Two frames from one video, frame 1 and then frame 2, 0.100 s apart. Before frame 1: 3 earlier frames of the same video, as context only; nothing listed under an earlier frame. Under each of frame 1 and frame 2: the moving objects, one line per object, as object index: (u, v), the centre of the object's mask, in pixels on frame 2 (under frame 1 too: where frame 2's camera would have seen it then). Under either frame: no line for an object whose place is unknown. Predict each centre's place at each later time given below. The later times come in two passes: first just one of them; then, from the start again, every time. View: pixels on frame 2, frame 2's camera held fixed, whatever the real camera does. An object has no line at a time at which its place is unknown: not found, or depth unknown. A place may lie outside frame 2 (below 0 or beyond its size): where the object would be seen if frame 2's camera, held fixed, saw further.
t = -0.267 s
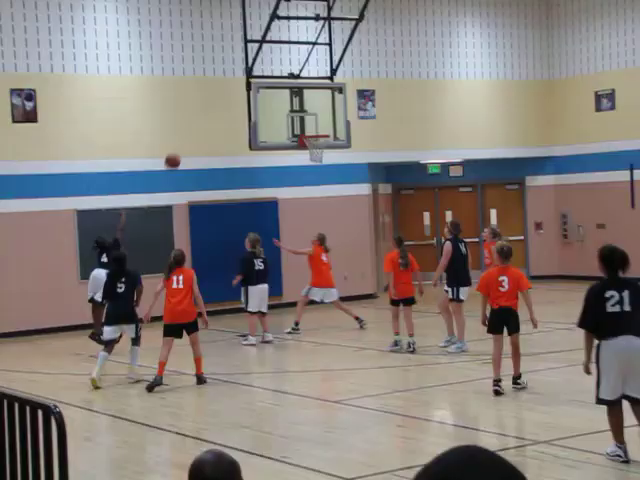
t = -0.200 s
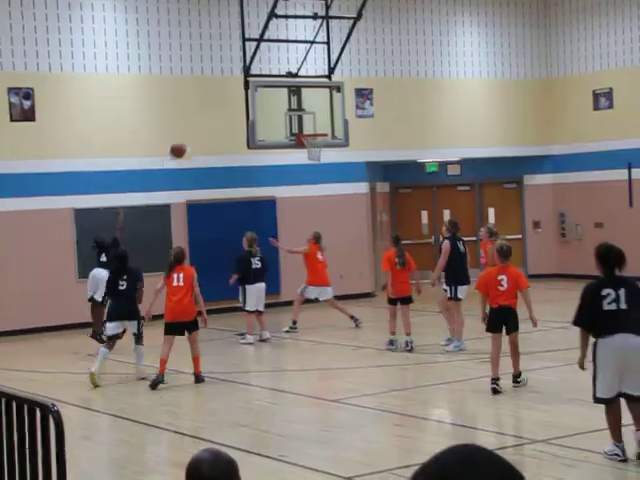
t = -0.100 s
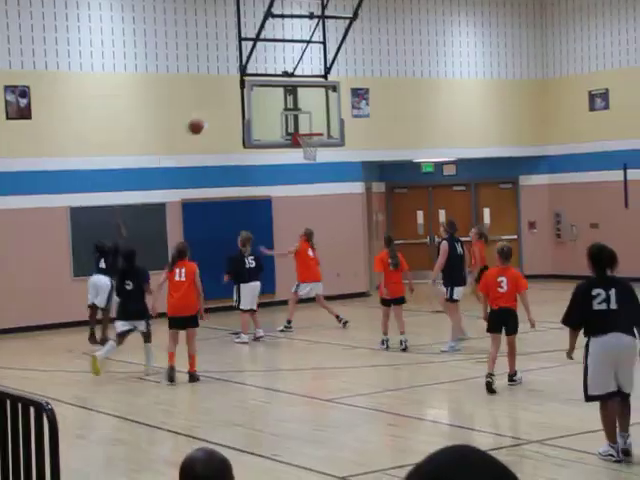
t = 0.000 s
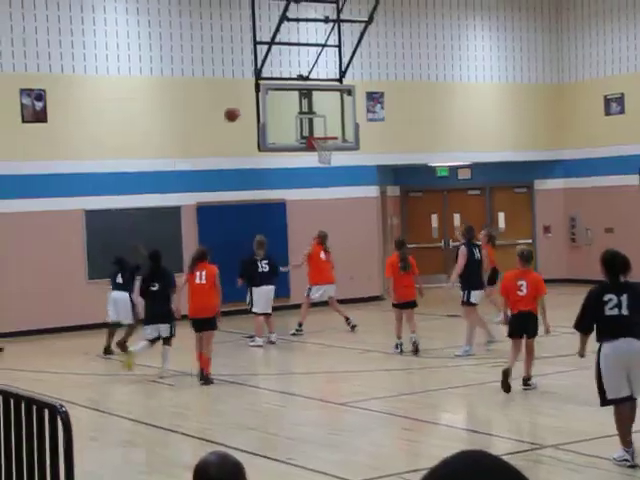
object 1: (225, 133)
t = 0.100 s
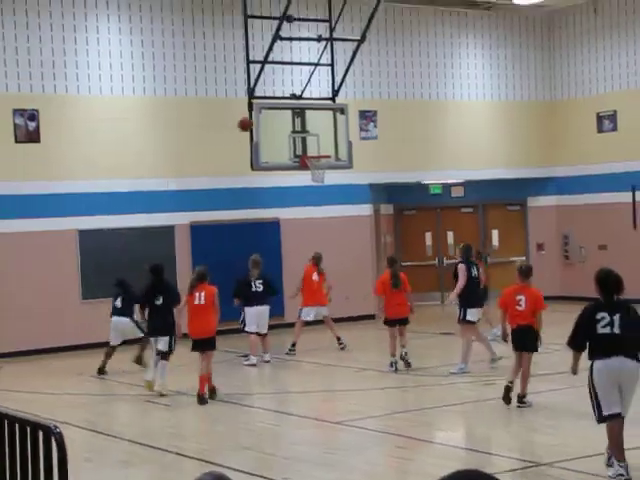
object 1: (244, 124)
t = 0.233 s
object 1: (271, 122)
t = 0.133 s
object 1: (251, 122)
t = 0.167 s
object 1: (258, 122)
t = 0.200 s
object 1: (265, 122)
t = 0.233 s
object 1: (271, 122)
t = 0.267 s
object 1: (277, 123)
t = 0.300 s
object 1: (283, 125)
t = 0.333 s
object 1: (289, 127)
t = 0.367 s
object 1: (295, 131)
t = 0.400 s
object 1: (302, 136)
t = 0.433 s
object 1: (308, 139)
